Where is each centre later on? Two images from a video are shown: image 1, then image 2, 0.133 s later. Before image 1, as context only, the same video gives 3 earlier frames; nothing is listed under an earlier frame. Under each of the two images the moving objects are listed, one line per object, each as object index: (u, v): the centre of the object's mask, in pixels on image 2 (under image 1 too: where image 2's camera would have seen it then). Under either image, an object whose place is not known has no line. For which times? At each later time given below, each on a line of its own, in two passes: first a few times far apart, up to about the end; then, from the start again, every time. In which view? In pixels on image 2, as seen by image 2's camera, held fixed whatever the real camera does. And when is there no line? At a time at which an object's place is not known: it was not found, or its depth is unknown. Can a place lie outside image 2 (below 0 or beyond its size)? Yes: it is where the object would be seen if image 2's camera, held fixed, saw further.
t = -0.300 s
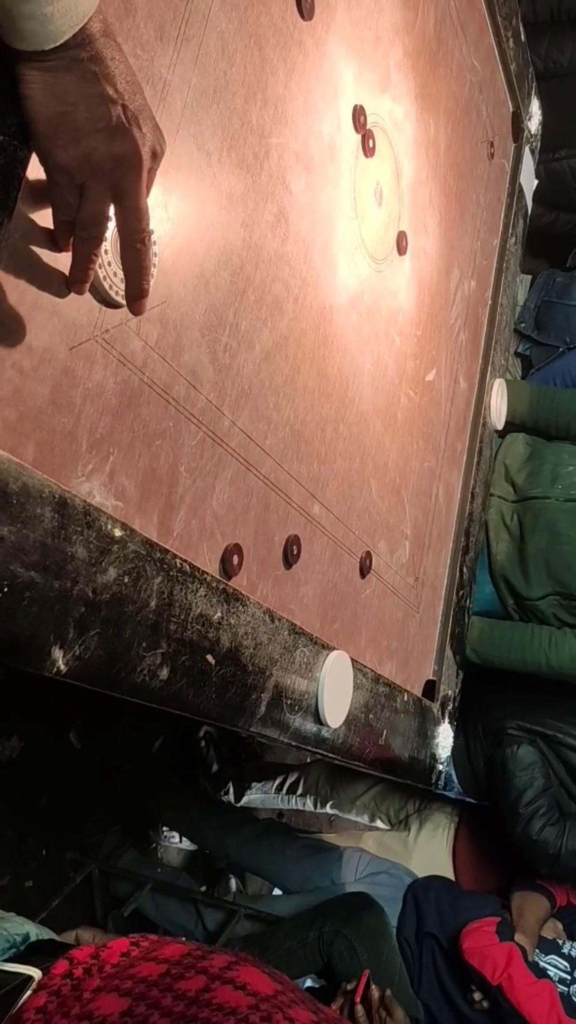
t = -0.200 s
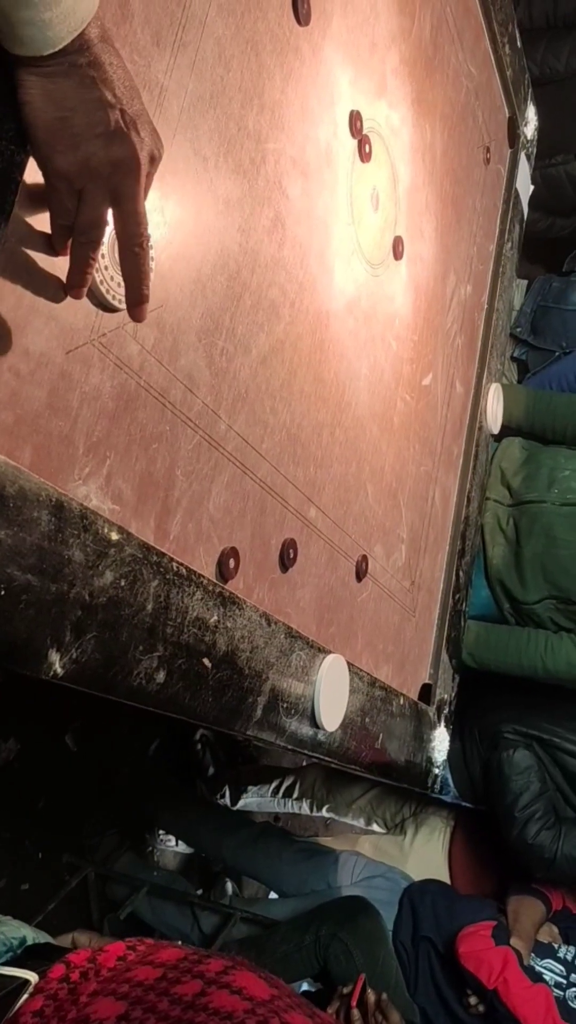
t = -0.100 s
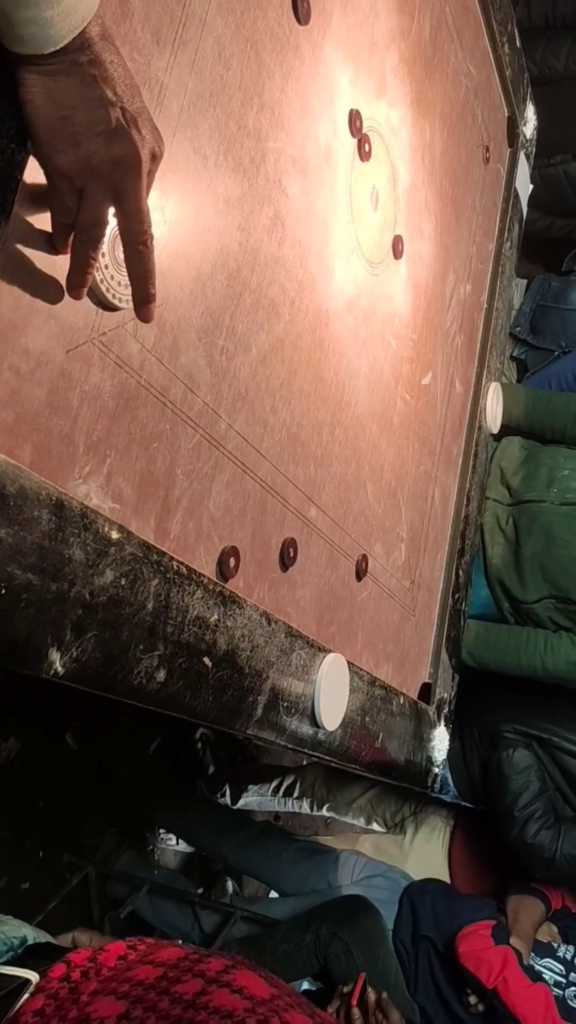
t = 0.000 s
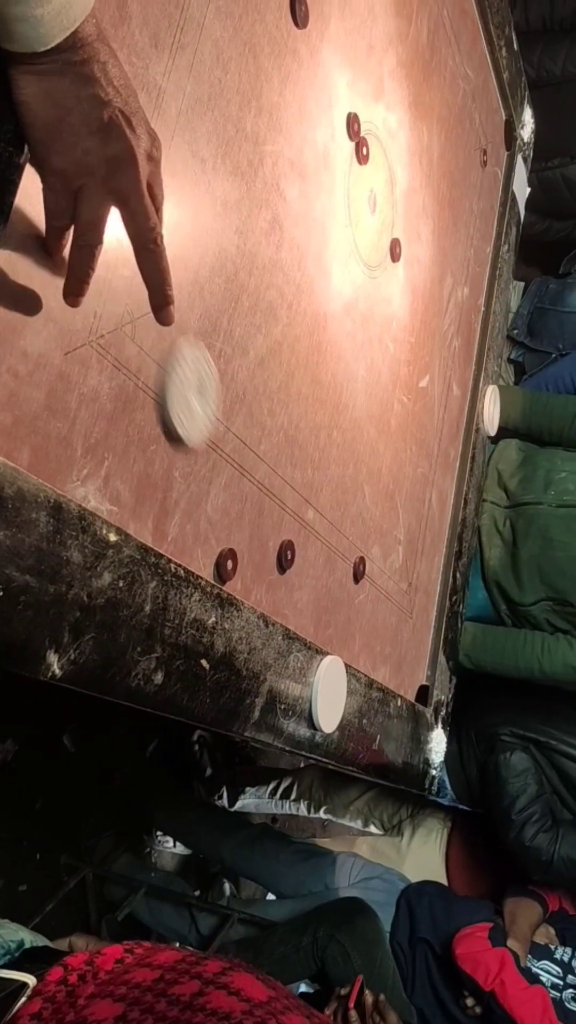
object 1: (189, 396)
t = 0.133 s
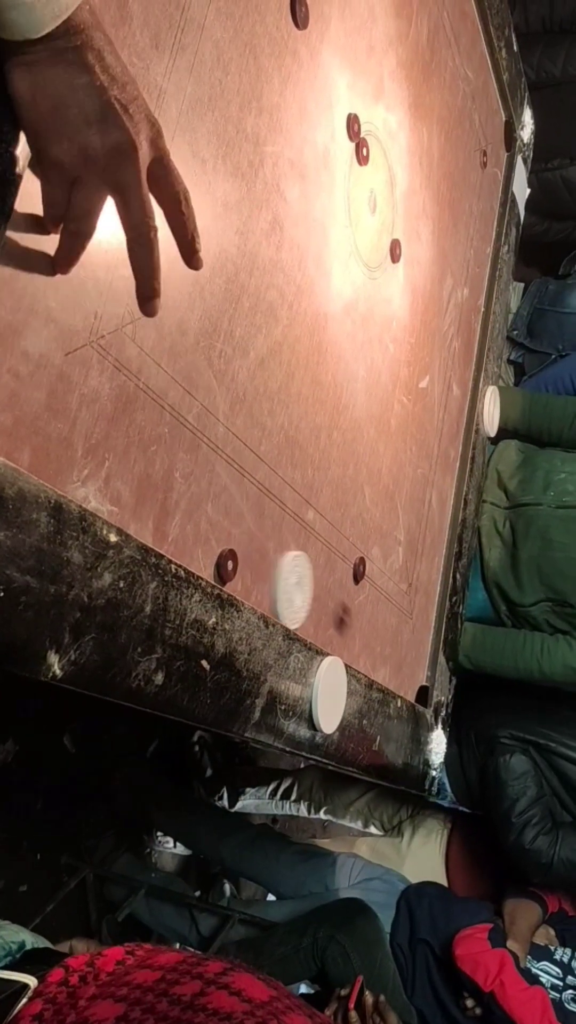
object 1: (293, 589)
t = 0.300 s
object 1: (372, 573)
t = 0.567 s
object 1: (435, 553)
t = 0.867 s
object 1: (412, 465)
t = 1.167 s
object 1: (397, 404)
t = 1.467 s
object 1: (394, 386)
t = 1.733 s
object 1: (394, 386)
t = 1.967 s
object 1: (394, 385)
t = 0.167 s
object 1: (313, 586)
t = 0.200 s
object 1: (332, 582)
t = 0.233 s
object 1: (348, 578)
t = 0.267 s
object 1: (360, 576)
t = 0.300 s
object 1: (372, 573)
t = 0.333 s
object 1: (384, 570)
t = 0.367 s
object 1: (393, 568)
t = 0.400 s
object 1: (403, 566)
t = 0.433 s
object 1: (411, 564)
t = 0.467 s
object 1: (419, 562)
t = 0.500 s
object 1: (426, 561)
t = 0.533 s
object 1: (433, 560)
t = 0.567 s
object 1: (435, 553)
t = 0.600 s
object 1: (432, 542)
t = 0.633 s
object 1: (429, 532)
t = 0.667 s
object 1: (426, 522)
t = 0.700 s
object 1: (424, 512)
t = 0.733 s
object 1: (422, 502)
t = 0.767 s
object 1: (419, 492)
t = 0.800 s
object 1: (416, 482)
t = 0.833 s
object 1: (414, 473)
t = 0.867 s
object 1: (412, 465)
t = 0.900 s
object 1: (409, 456)
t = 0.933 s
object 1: (407, 448)
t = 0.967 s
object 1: (406, 440)
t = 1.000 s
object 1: (404, 433)
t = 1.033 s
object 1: (402, 426)
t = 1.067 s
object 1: (401, 420)
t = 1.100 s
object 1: (400, 414)
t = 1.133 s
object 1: (398, 409)
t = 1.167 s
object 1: (397, 404)
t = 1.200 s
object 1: (397, 400)
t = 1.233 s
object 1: (396, 397)
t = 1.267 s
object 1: (395, 394)
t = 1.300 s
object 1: (395, 392)
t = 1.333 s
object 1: (394, 389)
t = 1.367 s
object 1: (394, 388)
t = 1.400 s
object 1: (394, 387)
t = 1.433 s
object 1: (394, 386)
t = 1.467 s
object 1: (394, 386)
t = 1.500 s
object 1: (394, 386)
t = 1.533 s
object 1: (394, 386)
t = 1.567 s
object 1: (394, 386)
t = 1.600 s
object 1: (394, 386)
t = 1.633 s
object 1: (394, 386)
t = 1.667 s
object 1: (394, 386)
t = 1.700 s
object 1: (394, 386)
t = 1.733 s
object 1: (394, 386)
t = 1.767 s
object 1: (394, 386)
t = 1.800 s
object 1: (394, 386)
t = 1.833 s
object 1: (394, 386)
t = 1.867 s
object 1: (394, 386)
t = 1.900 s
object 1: (394, 386)
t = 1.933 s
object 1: (394, 385)
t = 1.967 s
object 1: (394, 385)
